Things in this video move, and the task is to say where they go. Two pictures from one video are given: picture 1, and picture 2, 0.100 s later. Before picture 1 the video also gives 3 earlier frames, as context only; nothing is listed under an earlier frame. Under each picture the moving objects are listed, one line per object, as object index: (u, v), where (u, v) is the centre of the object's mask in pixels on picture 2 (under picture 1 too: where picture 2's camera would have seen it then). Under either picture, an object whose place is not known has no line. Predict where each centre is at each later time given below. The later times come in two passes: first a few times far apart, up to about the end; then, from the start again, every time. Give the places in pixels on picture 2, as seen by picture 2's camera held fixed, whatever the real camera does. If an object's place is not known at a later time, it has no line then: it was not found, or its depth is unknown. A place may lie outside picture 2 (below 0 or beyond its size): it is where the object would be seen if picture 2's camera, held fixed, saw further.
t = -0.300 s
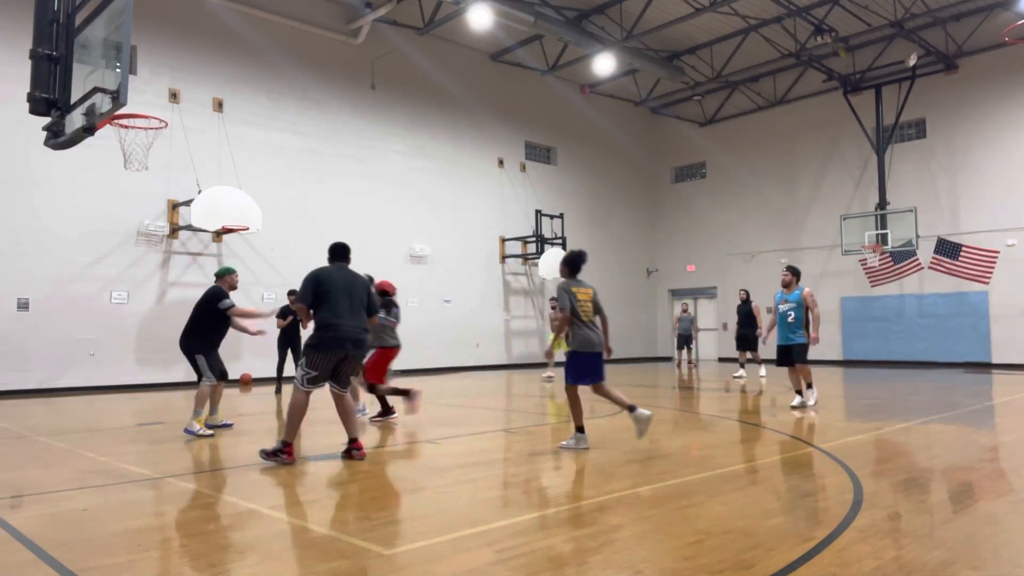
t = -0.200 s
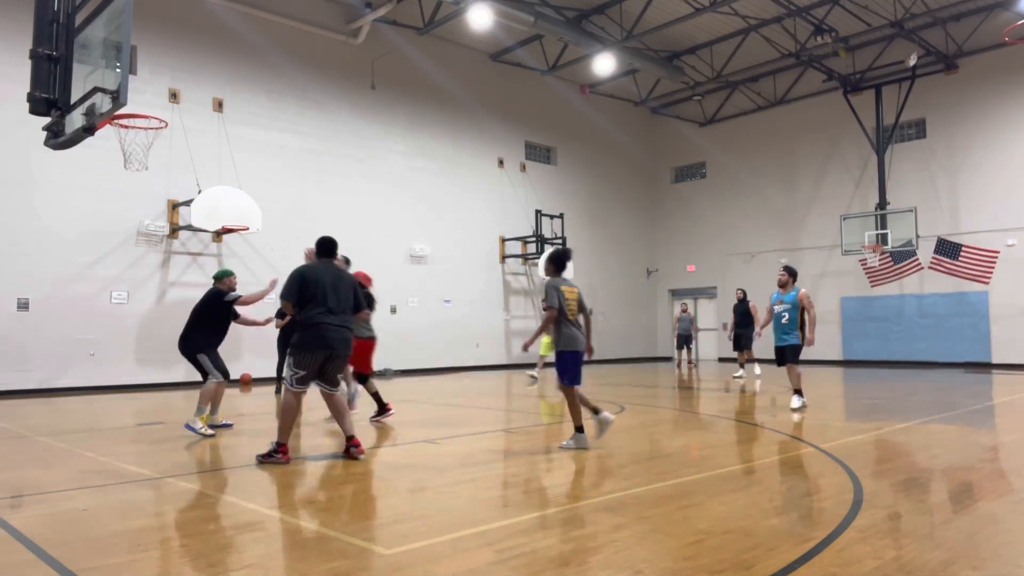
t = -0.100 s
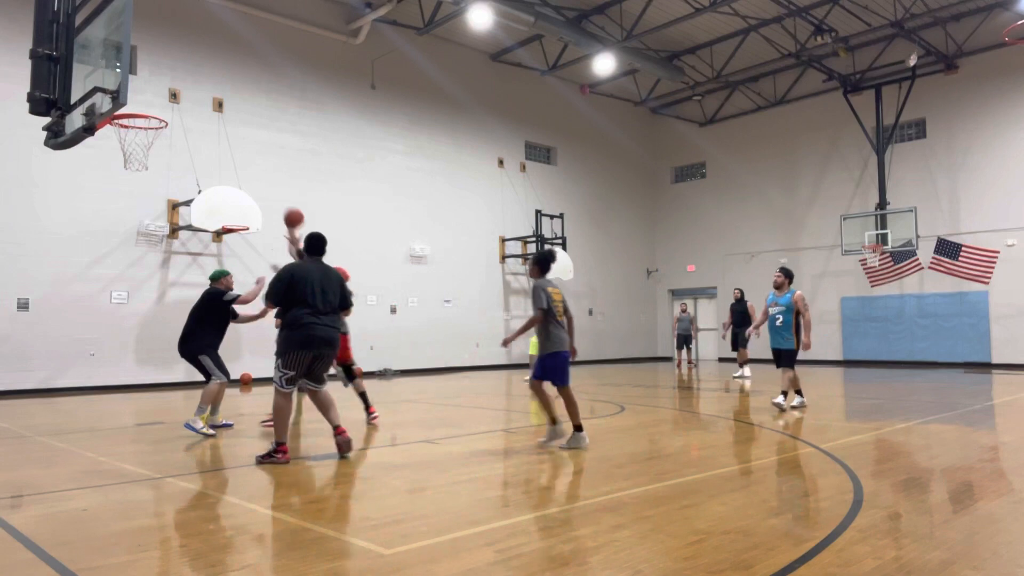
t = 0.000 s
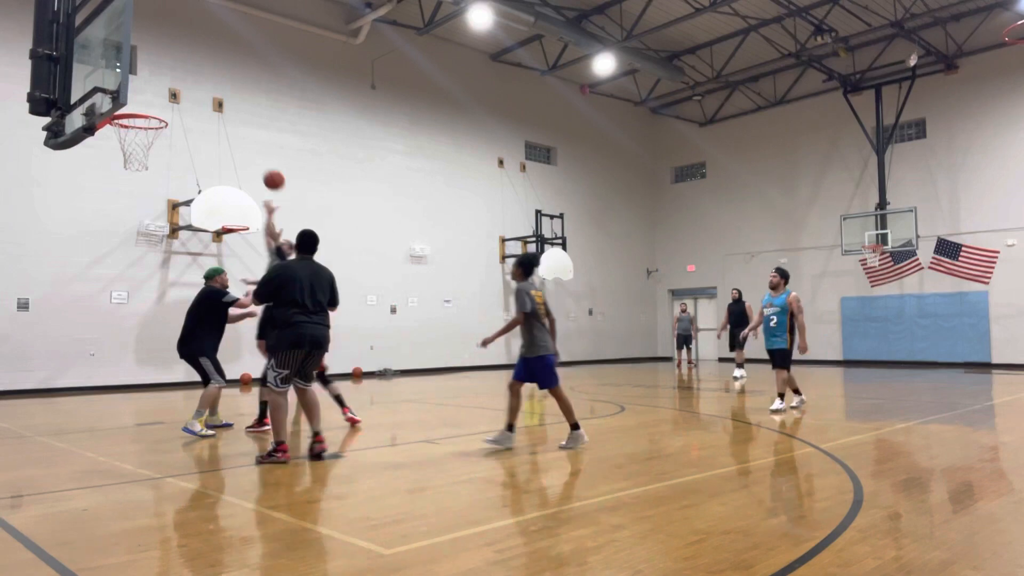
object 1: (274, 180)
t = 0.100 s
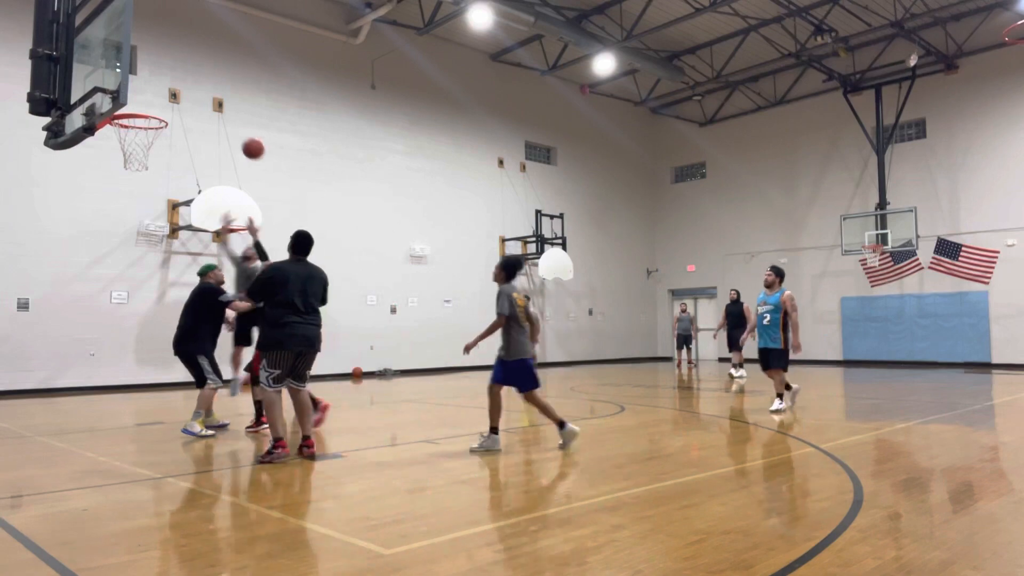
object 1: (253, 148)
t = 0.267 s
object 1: (215, 112)
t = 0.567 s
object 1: (136, 104)
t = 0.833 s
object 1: (187, 108)
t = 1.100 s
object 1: (250, 163)
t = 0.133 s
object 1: (245, 139)
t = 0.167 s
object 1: (238, 131)
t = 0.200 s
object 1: (230, 124)
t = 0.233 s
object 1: (223, 118)
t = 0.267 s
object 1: (215, 112)
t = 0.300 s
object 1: (206, 107)
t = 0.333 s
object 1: (199, 103)
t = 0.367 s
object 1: (190, 100)
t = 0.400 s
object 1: (181, 98)
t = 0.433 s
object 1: (172, 98)
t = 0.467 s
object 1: (163, 98)
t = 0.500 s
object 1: (153, 99)
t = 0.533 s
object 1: (144, 101)
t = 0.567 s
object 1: (136, 104)
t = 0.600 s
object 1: (130, 110)
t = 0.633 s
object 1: (134, 107)
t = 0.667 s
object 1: (141, 104)
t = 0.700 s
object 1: (150, 103)
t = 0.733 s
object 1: (159, 103)
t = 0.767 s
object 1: (169, 103)
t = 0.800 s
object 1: (178, 105)
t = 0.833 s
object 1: (187, 108)
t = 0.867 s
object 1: (195, 111)
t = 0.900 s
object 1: (203, 116)
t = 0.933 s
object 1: (212, 121)
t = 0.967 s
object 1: (220, 128)
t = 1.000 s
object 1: (228, 135)
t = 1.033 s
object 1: (235, 144)
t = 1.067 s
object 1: (243, 153)
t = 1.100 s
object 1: (250, 163)
